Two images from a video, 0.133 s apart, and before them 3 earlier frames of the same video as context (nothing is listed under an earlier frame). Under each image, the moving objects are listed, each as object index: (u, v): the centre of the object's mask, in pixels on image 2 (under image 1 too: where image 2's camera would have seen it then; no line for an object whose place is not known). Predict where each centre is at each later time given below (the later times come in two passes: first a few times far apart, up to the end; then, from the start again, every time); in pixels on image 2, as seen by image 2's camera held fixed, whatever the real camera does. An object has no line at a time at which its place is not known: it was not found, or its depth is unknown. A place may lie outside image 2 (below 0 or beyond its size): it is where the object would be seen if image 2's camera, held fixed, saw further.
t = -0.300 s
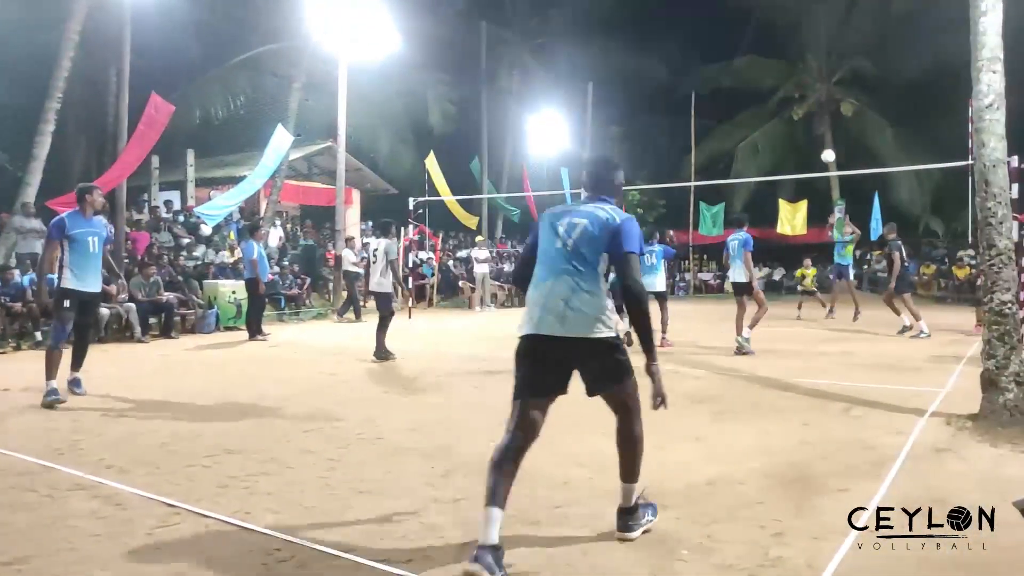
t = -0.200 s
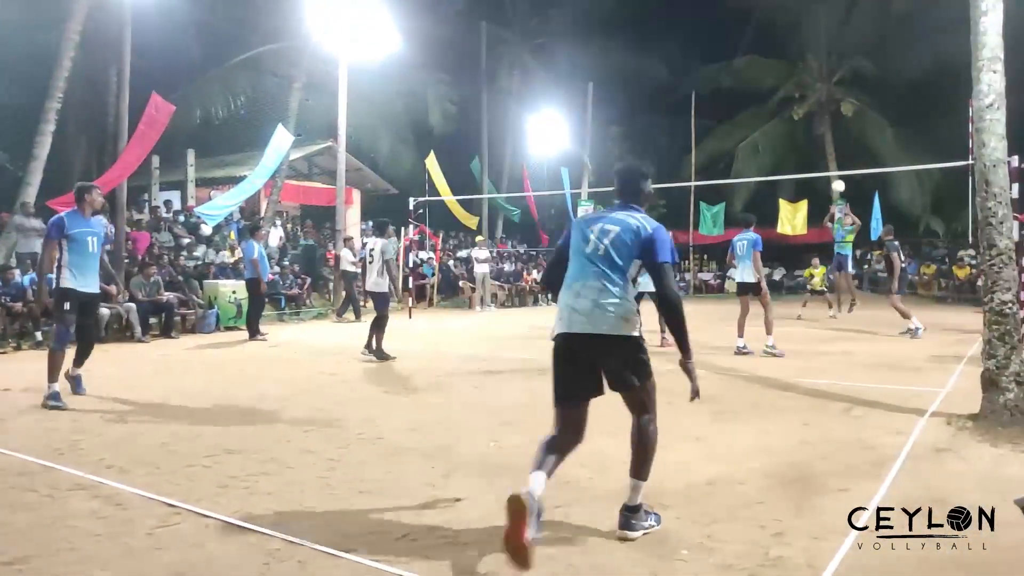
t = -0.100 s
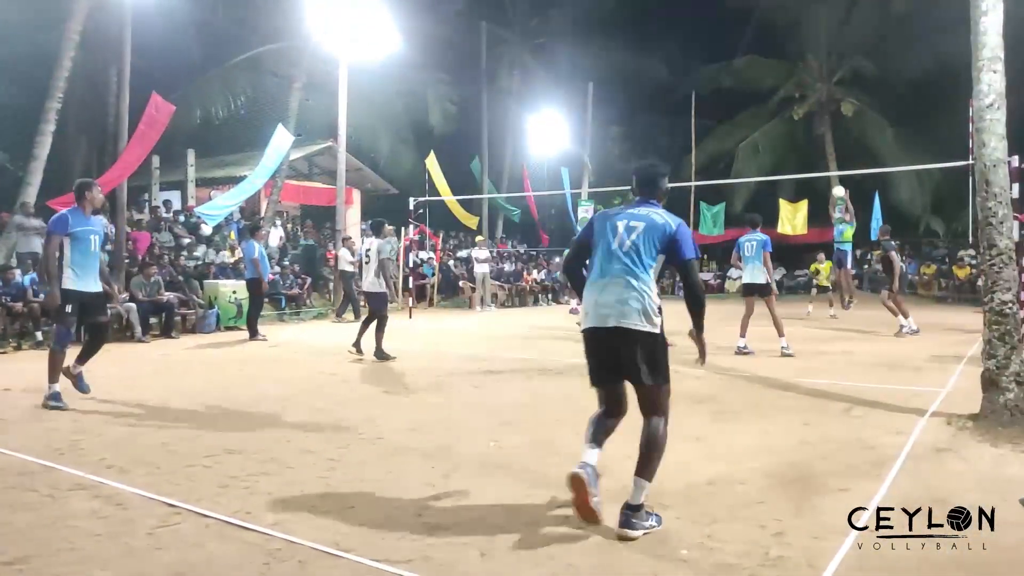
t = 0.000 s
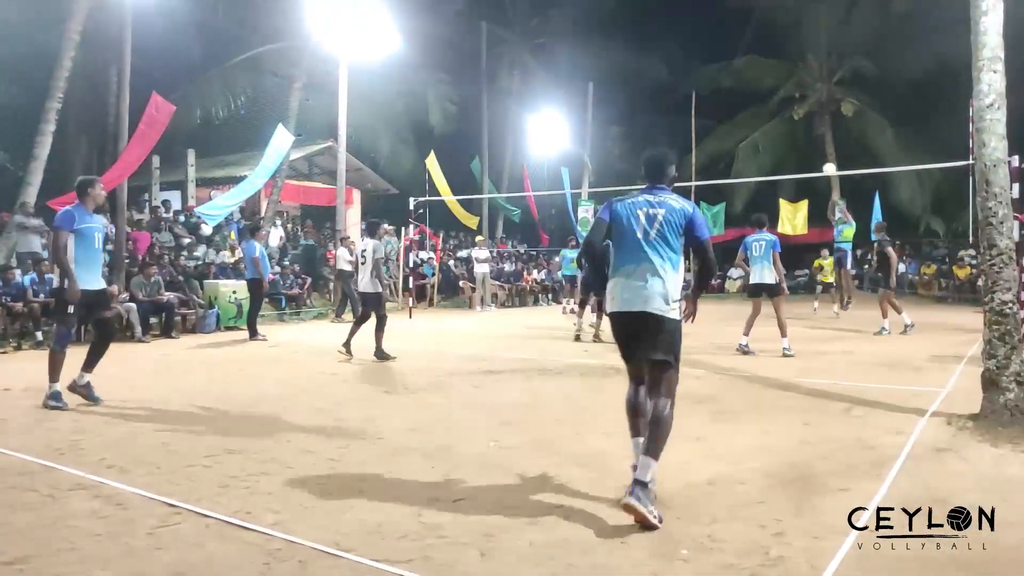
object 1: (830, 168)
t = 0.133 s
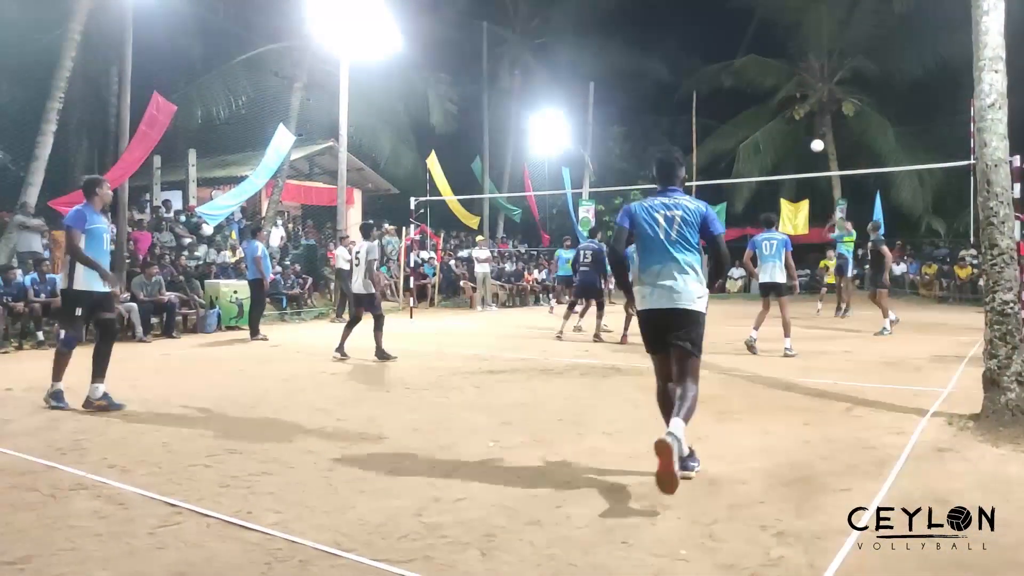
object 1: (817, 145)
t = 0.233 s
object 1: (807, 133)
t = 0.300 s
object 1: (800, 128)
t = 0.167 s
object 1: (813, 141)
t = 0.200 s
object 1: (810, 137)
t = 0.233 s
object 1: (807, 133)
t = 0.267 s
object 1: (803, 130)
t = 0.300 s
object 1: (800, 128)
